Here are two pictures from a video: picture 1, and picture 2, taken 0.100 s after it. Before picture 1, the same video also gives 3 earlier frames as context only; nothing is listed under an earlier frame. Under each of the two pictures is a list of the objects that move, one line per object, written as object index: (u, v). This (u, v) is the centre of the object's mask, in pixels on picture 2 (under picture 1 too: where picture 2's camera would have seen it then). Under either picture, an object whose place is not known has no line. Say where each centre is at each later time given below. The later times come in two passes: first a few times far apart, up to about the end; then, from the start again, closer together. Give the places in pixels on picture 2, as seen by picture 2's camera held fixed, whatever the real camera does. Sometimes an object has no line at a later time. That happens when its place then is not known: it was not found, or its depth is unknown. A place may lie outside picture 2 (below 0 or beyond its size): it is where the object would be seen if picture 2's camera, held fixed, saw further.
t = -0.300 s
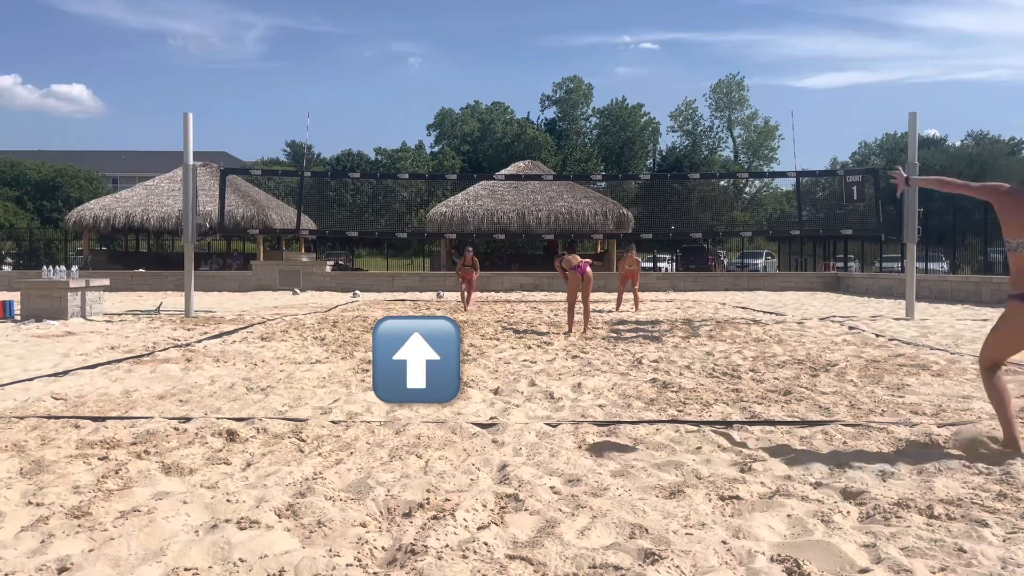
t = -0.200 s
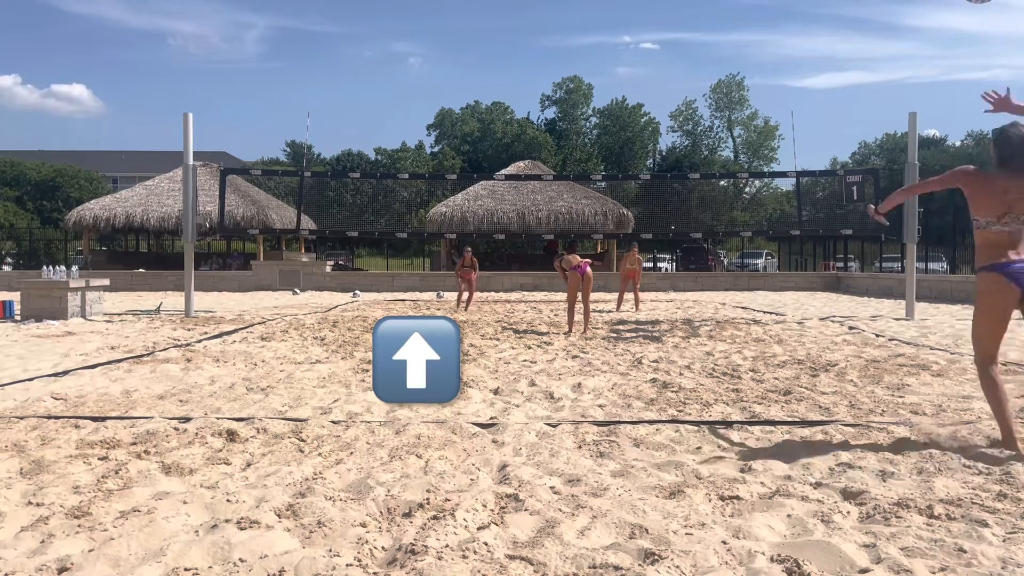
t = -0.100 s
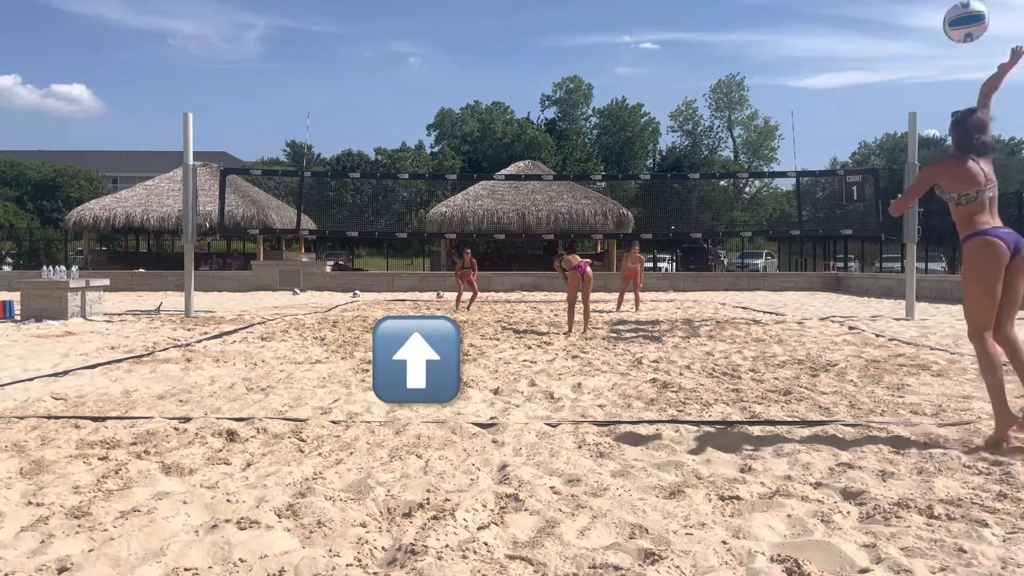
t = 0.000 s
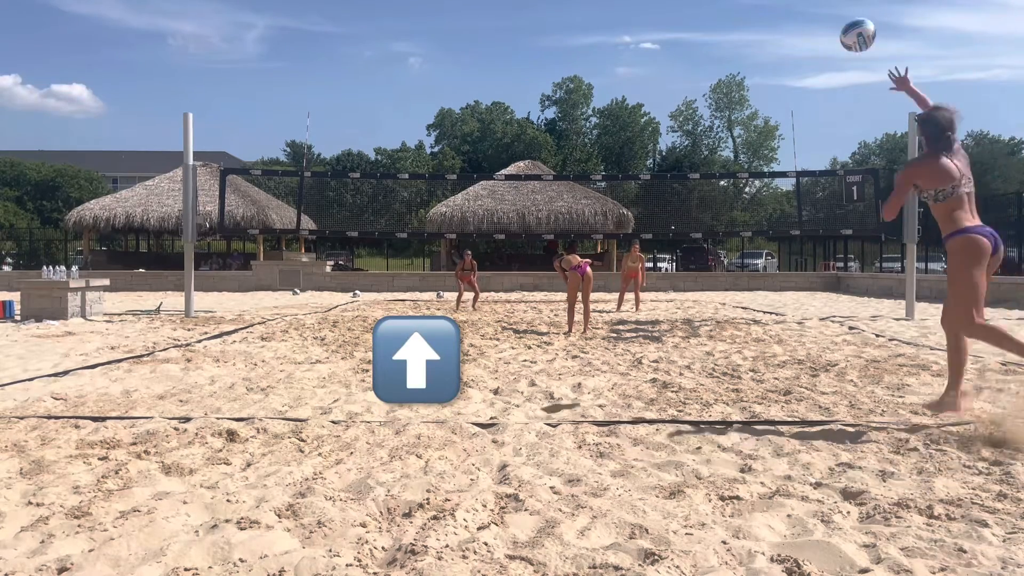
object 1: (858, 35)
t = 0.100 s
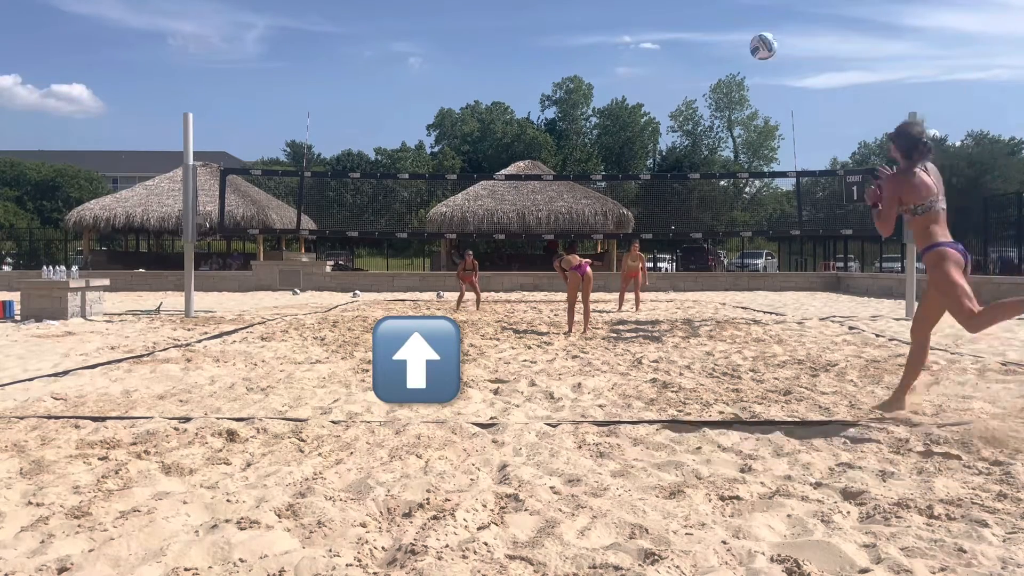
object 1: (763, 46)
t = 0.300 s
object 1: (654, 88)
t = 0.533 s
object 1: (583, 150)
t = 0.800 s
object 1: (544, 226)
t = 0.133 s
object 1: (739, 52)
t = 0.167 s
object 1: (719, 57)
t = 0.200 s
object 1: (700, 65)
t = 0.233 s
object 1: (684, 72)
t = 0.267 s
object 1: (668, 80)
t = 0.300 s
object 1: (654, 88)
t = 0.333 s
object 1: (641, 96)
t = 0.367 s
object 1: (629, 104)
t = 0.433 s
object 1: (609, 121)
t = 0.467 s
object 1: (599, 131)
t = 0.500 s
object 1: (591, 141)
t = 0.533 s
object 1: (583, 150)
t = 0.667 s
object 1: (563, 187)
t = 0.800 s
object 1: (544, 226)
